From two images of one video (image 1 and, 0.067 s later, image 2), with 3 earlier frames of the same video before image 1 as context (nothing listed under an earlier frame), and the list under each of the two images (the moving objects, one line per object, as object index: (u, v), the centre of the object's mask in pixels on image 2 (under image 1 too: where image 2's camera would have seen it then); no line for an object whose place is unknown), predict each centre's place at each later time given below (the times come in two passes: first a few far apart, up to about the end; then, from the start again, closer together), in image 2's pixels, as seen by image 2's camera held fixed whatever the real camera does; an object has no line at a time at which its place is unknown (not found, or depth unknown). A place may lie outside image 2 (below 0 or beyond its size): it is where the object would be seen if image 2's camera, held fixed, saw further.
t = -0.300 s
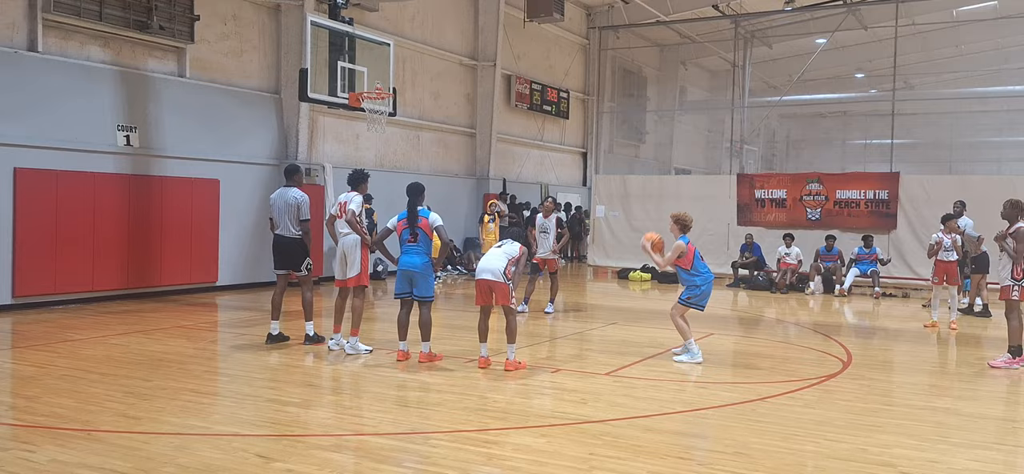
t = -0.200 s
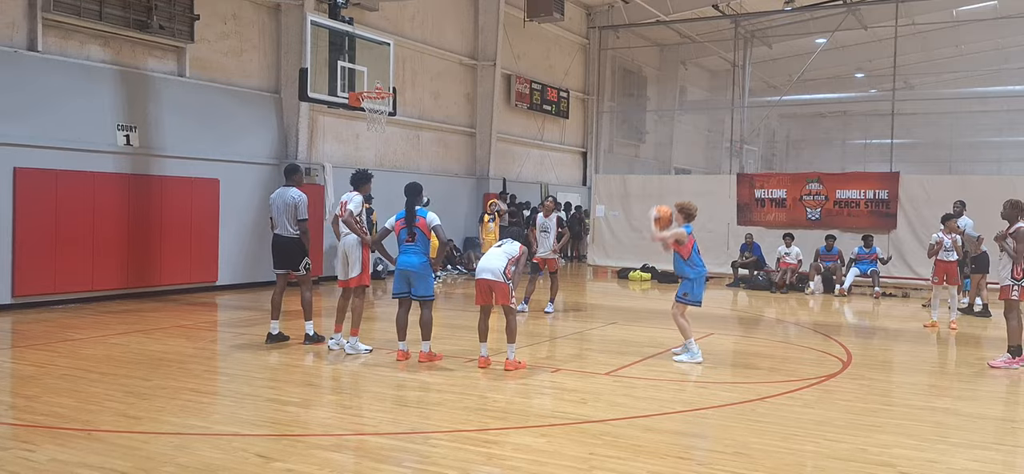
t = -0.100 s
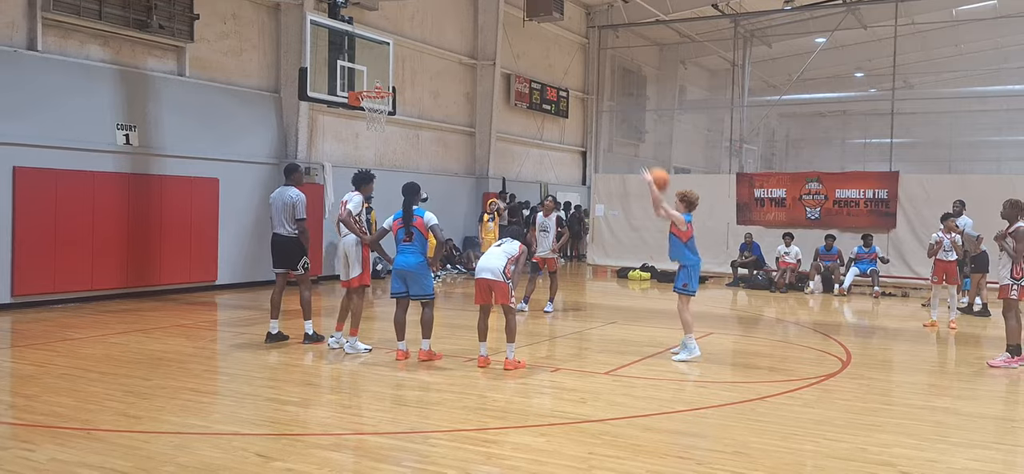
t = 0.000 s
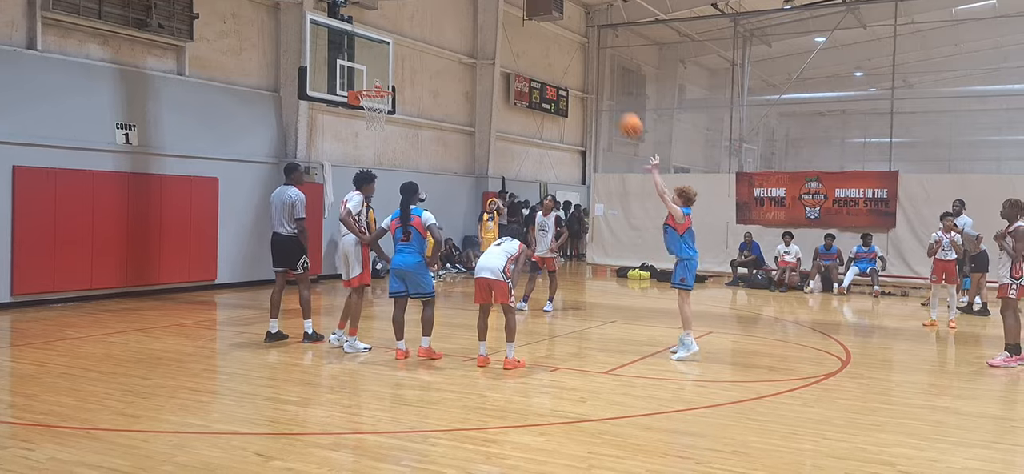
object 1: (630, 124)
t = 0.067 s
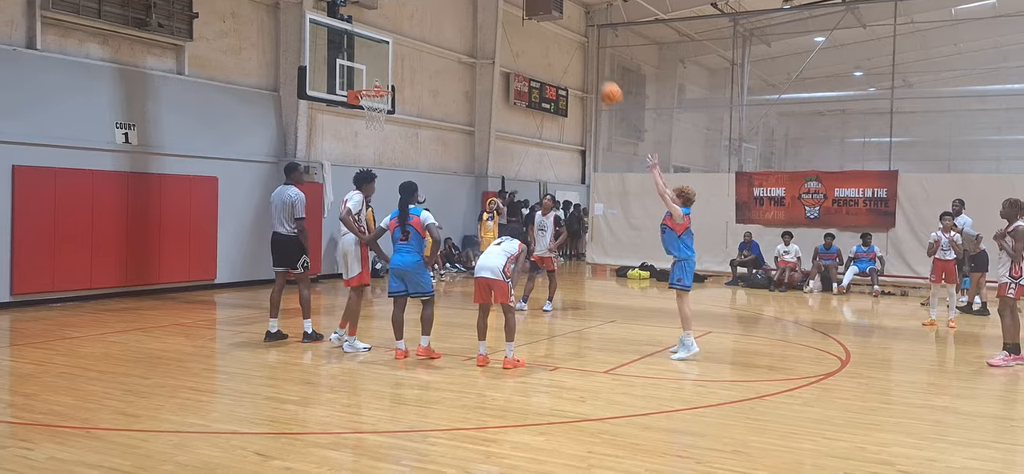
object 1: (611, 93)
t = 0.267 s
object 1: (554, 26)
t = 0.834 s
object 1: (416, 23)
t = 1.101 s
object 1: (374, 93)
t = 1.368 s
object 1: (390, 101)
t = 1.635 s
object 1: (378, 137)
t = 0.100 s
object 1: (601, 79)
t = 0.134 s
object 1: (592, 66)
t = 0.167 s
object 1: (582, 55)
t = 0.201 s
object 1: (573, 44)
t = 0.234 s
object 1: (563, 35)
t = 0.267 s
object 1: (554, 26)
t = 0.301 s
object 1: (545, 19)
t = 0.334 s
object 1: (536, 12)
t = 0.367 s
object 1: (528, 9)
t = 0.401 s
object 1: (519, 7)
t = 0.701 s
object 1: (446, 5)
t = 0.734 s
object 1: (438, 7)
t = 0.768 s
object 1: (430, 10)
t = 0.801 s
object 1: (423, 16)
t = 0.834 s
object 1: (416, 23)
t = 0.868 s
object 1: (409, 31)
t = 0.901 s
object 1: (402, 38)
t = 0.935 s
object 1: (395, 48)
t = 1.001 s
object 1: (381, 67)
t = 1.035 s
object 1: (375, 78)
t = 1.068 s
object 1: (370, 87)
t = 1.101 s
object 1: (374, 93)
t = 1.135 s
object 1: (380, 100)
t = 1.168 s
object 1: (386, 103)
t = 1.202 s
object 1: (389, 103)
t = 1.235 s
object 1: (390, 103)
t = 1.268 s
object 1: (391, 101)
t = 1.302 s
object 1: (391, 100)
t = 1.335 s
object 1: (391, 100)
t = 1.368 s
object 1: (390, 101)
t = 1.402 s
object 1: (390, 103)
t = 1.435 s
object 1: (388, 105)
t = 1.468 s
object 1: (387, 109)
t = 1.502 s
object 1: (385, 113)
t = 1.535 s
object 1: (384, 118)
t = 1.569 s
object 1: (382, 123)
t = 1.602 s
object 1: (380, 130)
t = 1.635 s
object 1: (378, 137)
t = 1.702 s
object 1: (374, 153)
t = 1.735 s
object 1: (372, 161)
